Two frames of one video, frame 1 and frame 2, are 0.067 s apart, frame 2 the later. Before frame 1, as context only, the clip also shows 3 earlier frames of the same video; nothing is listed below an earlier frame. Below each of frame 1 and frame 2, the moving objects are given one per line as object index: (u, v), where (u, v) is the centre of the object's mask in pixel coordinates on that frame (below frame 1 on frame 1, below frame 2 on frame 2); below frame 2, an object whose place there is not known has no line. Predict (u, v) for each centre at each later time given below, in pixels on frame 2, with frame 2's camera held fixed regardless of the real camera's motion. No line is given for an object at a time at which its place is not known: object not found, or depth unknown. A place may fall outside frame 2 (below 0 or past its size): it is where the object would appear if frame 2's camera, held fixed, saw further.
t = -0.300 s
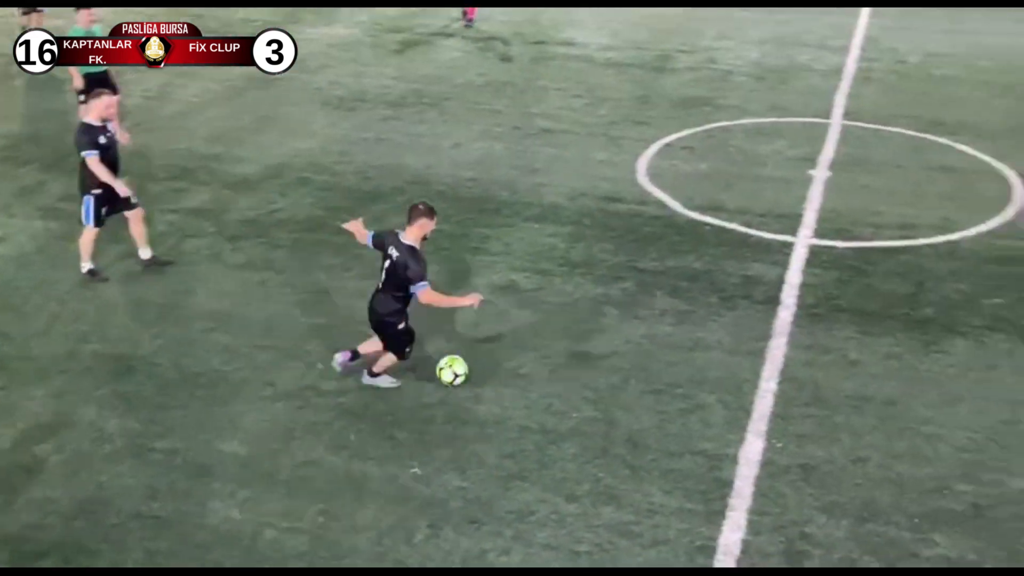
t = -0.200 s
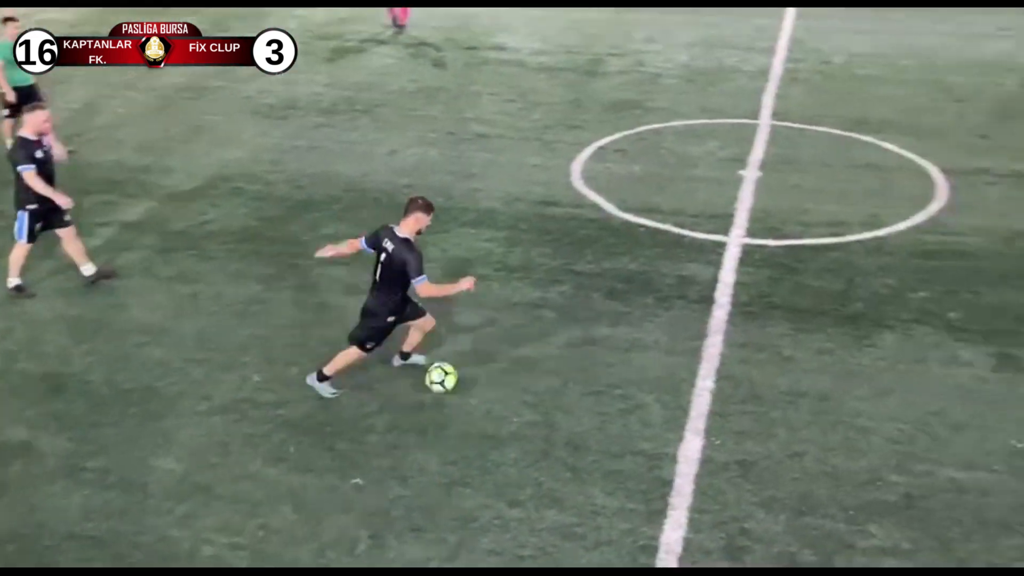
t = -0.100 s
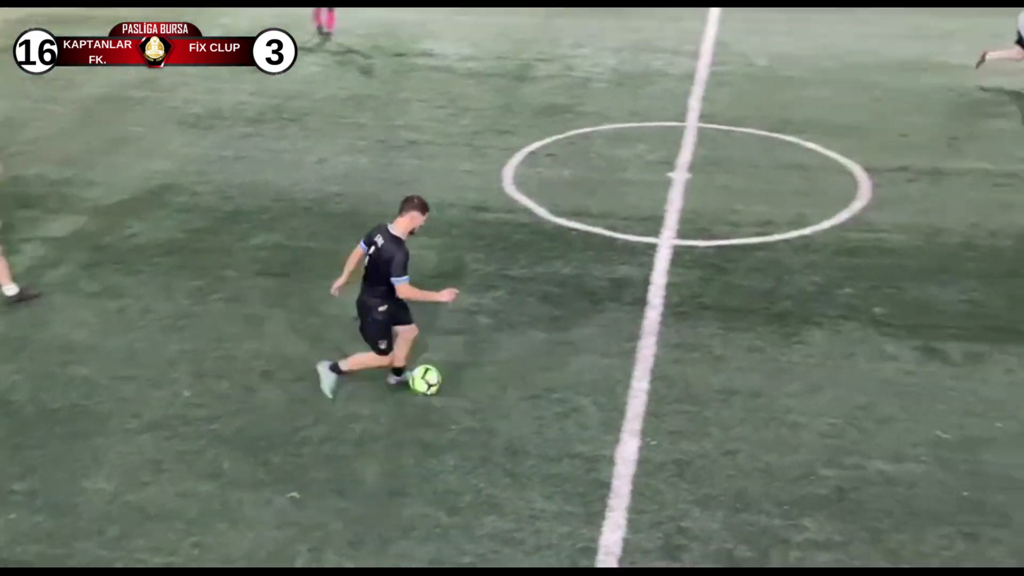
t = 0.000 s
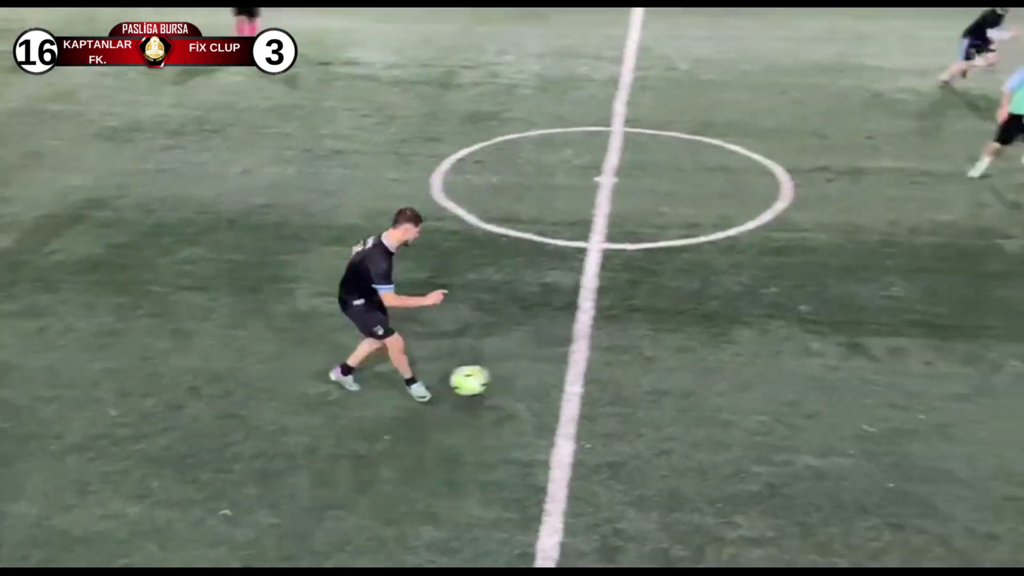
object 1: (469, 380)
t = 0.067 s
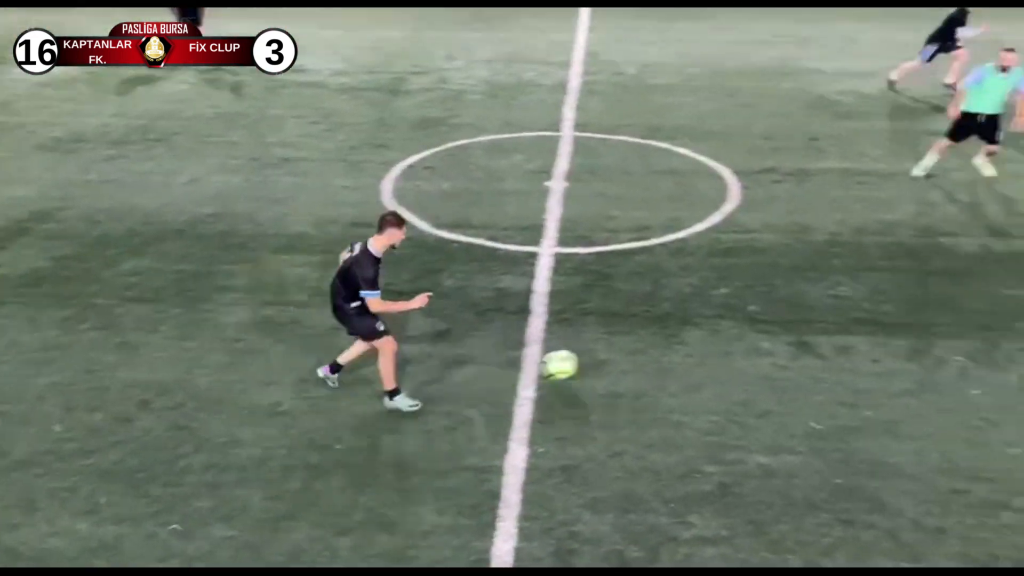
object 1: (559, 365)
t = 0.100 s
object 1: (623, 355)
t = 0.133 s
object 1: (686, 347)
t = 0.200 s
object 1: (802, 335)
